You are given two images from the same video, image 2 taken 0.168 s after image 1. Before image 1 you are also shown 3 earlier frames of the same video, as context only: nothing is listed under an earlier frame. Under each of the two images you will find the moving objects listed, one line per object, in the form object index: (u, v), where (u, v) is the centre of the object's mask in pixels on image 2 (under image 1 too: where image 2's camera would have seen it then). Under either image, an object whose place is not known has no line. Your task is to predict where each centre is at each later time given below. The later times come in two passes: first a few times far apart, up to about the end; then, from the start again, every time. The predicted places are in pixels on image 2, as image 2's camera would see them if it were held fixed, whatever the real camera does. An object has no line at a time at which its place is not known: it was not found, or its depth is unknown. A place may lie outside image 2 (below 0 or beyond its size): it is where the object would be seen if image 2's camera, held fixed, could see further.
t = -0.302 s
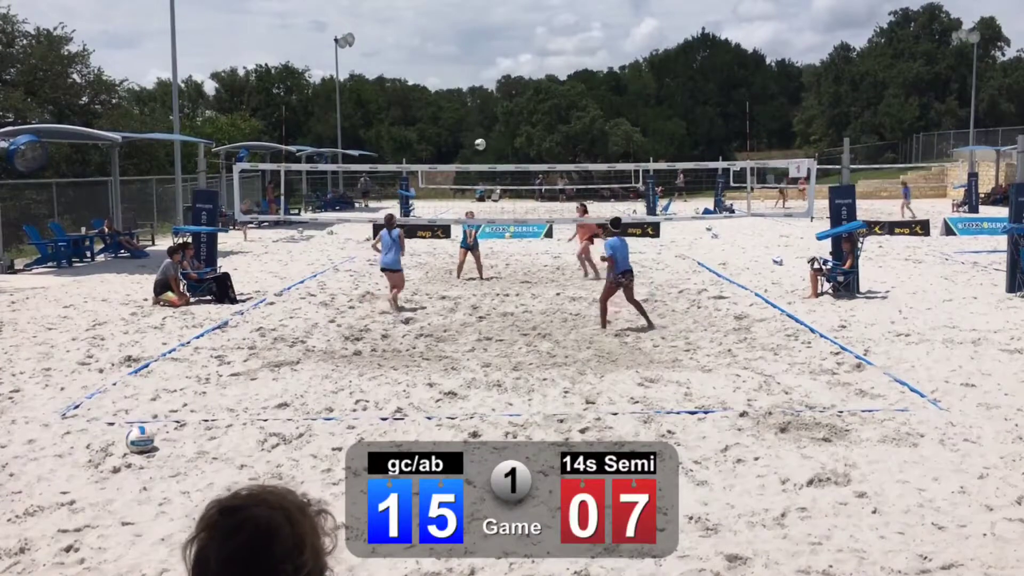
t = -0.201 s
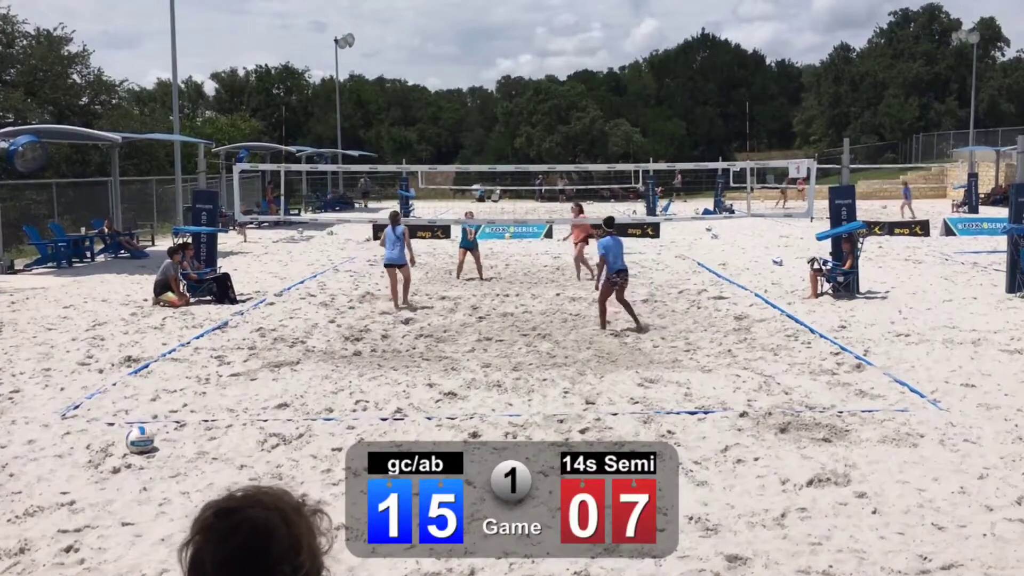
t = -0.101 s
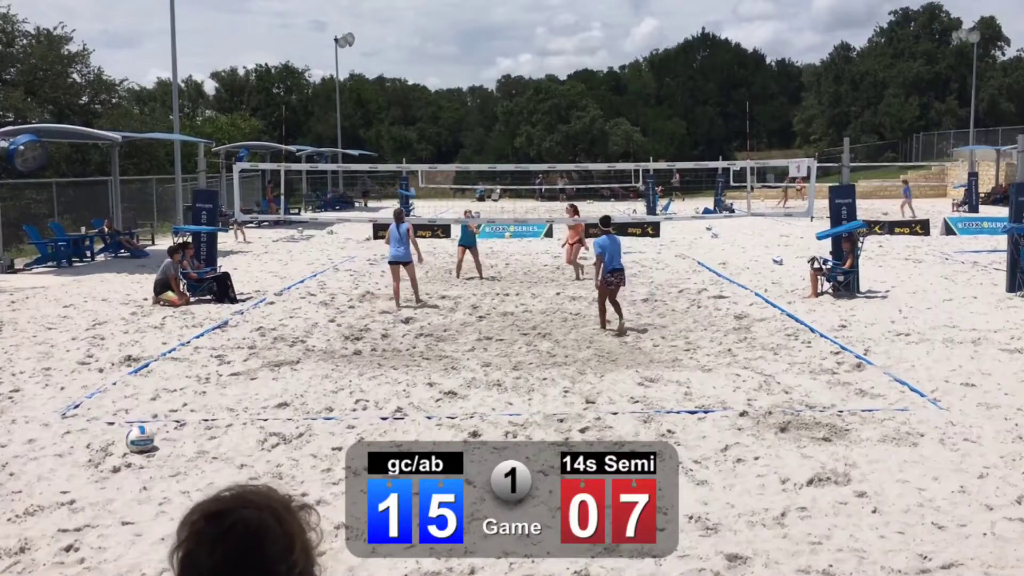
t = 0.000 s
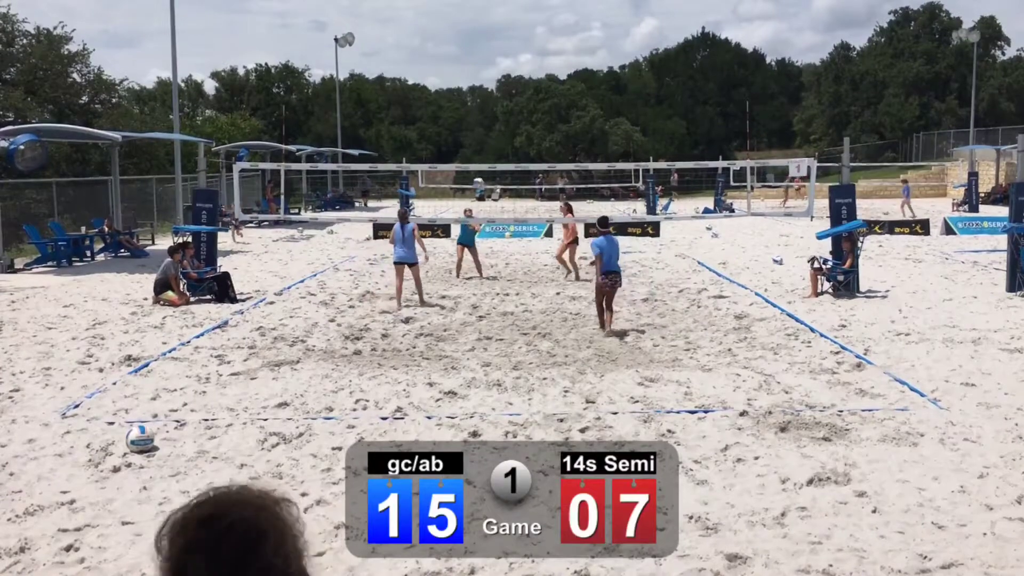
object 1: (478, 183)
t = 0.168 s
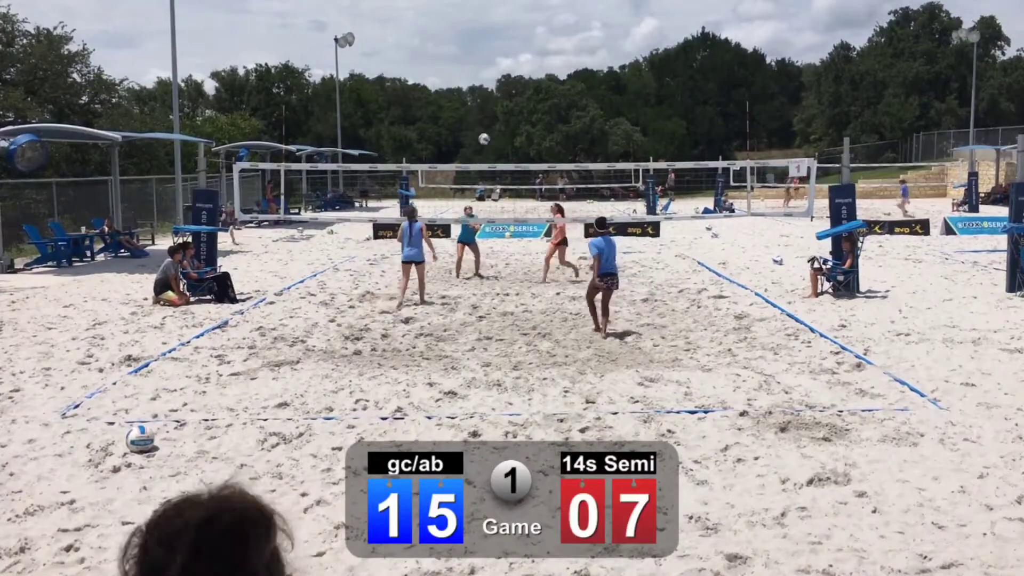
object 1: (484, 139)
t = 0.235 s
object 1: (486, 125)
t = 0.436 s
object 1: (494, 96)
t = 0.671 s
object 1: (501, 89)
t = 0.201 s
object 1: (485, 132)
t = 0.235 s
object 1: (486, 125)
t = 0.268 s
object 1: (487, 119)
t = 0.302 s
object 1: (489, 113)
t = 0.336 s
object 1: (490, 109)
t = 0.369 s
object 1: (491, 104)
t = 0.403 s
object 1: (493, 100)
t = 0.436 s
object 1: (494, 96)
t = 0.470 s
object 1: (495, 94)
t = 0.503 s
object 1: (496, 92)
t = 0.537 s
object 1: (498, 90)
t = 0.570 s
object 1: (499, 89)
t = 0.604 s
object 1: (500, 88)
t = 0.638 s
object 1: (501, 88)
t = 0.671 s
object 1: (501, 89)
